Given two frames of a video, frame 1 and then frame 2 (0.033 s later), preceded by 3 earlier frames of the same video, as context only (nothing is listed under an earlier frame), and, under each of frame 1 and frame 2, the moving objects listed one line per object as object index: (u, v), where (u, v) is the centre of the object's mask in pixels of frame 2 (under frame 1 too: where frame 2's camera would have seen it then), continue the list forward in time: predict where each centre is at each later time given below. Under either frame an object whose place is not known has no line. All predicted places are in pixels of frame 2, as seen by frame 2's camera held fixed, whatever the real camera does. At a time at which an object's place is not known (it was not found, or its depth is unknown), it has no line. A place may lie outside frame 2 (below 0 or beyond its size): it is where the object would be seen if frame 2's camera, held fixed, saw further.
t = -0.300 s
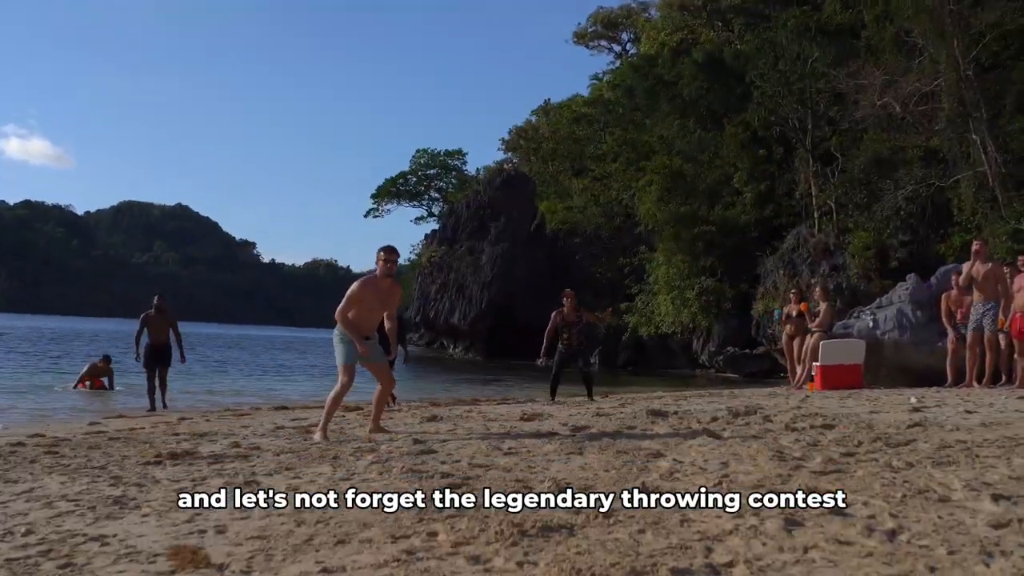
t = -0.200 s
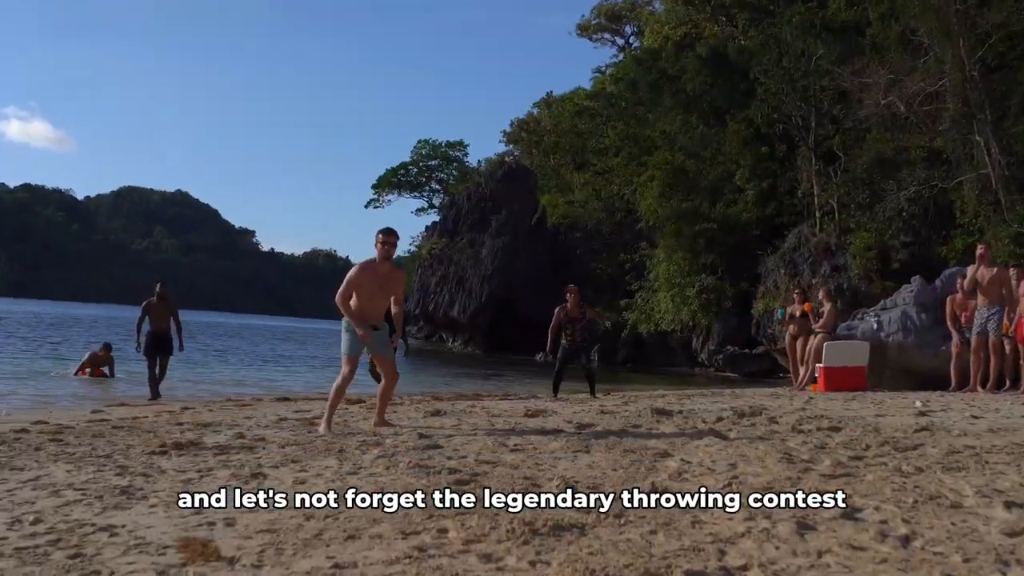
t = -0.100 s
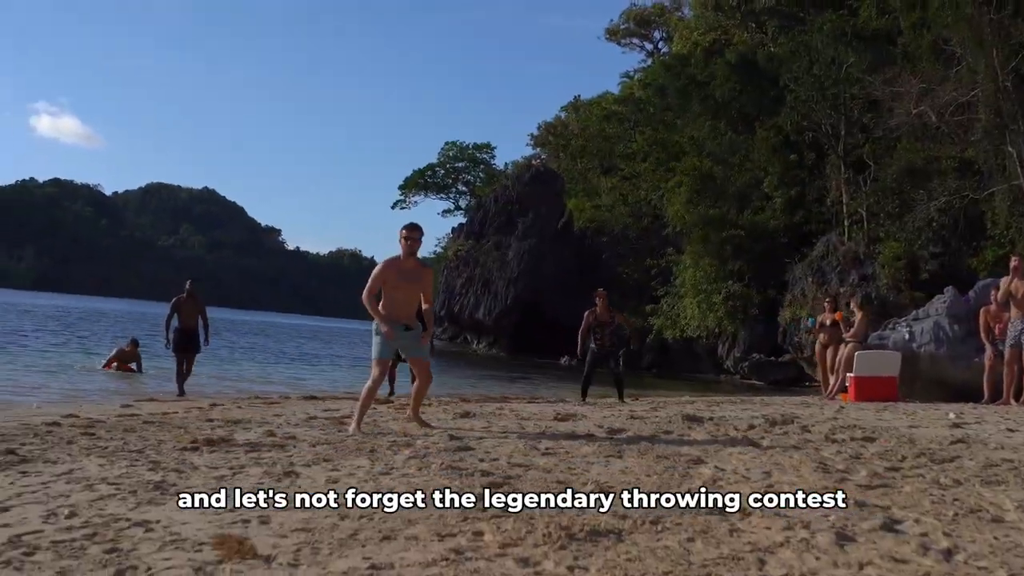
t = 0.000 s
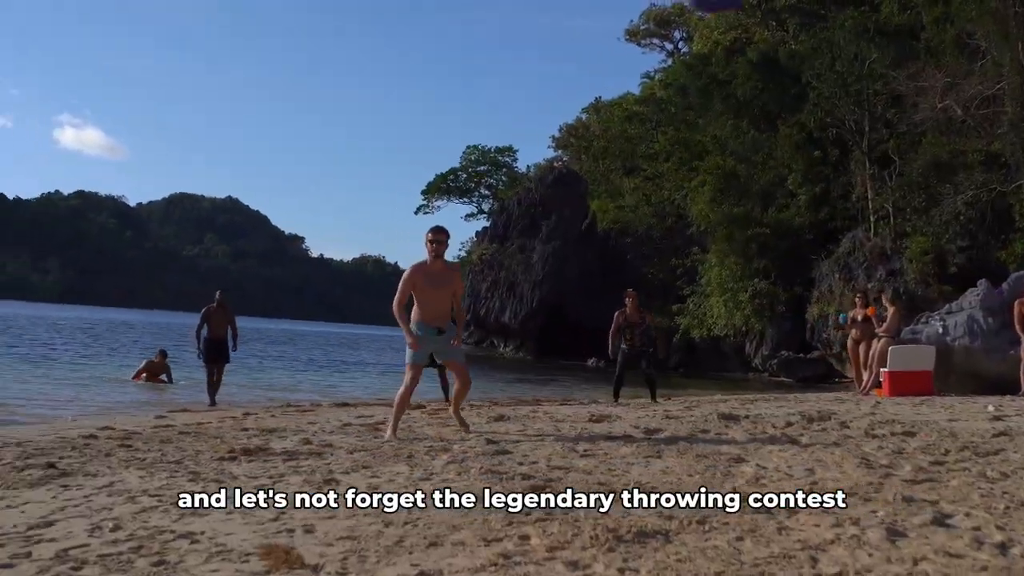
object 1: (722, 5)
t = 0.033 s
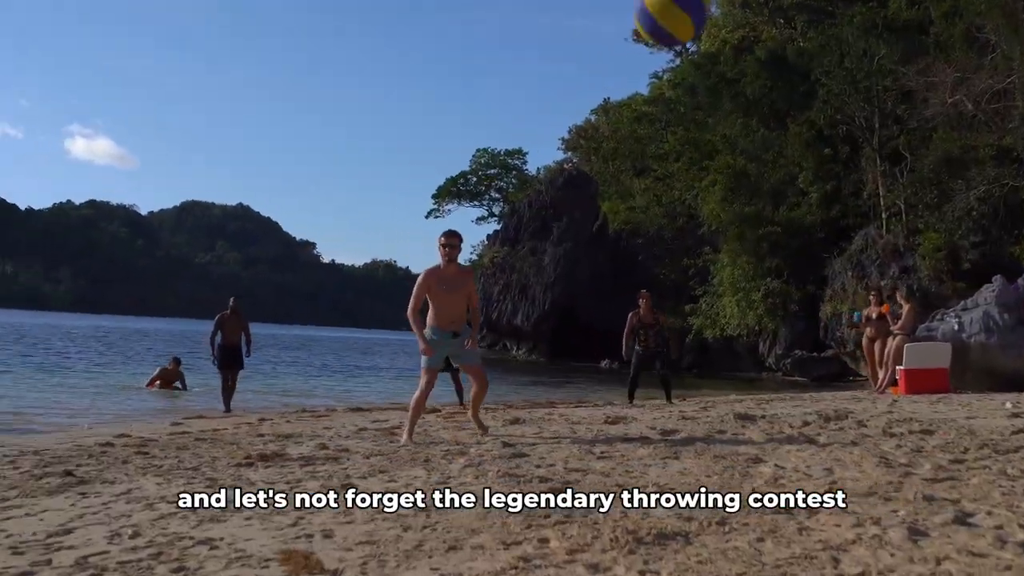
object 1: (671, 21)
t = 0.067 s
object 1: (618, 51)
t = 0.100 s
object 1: (568, 94)
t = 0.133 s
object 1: (515, 134)
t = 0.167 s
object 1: (462, 182)
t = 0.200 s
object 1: (408, 233)
